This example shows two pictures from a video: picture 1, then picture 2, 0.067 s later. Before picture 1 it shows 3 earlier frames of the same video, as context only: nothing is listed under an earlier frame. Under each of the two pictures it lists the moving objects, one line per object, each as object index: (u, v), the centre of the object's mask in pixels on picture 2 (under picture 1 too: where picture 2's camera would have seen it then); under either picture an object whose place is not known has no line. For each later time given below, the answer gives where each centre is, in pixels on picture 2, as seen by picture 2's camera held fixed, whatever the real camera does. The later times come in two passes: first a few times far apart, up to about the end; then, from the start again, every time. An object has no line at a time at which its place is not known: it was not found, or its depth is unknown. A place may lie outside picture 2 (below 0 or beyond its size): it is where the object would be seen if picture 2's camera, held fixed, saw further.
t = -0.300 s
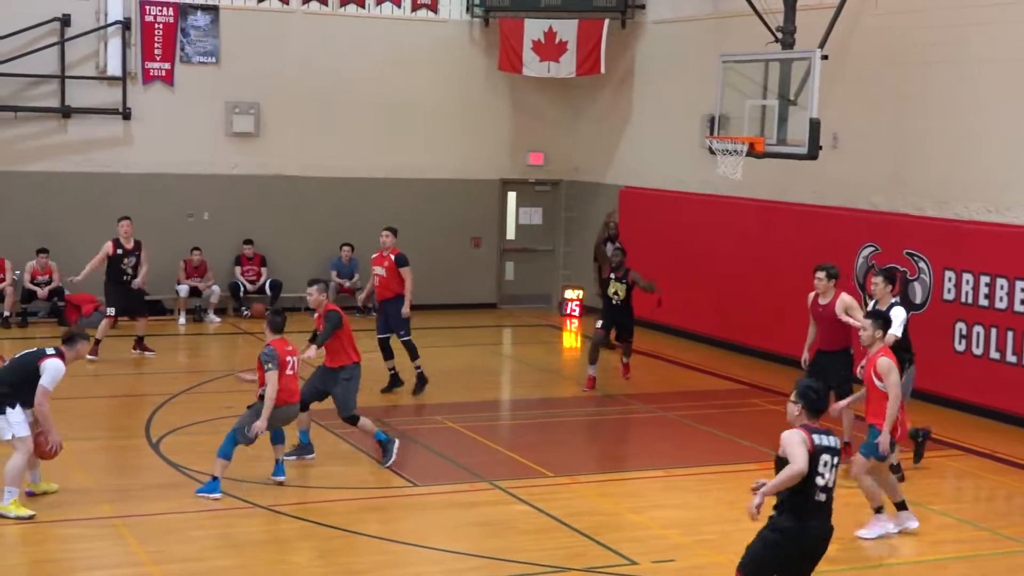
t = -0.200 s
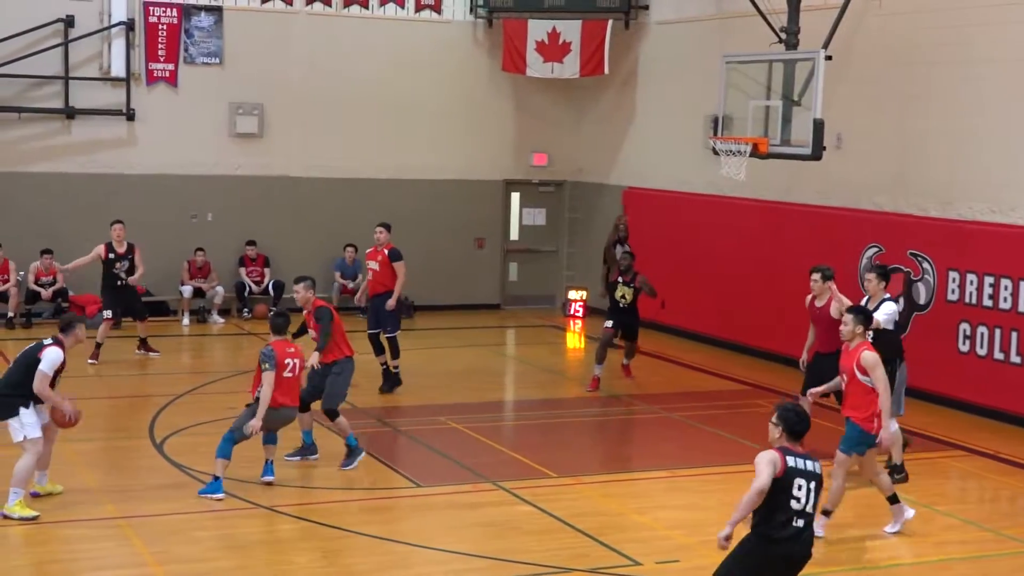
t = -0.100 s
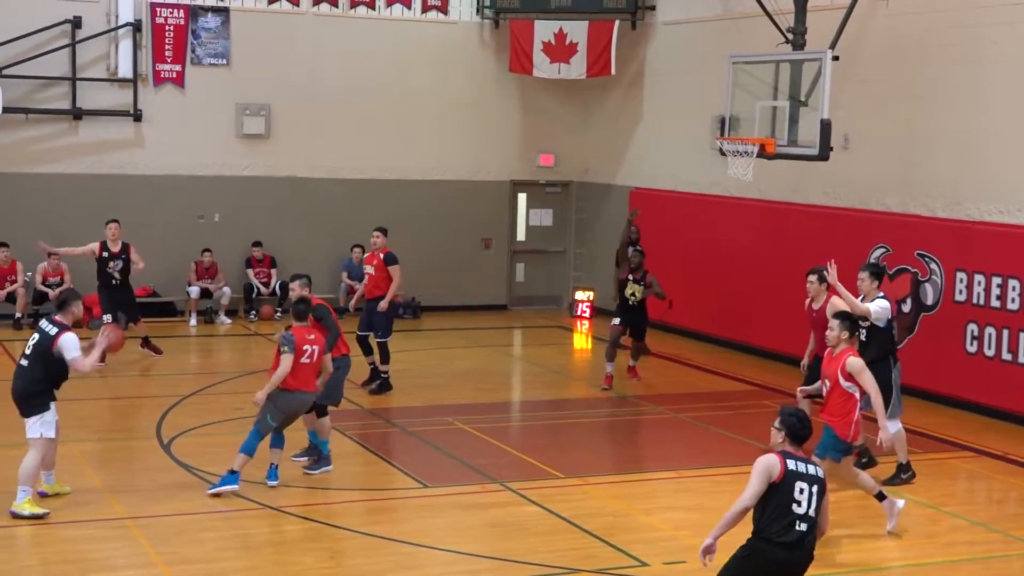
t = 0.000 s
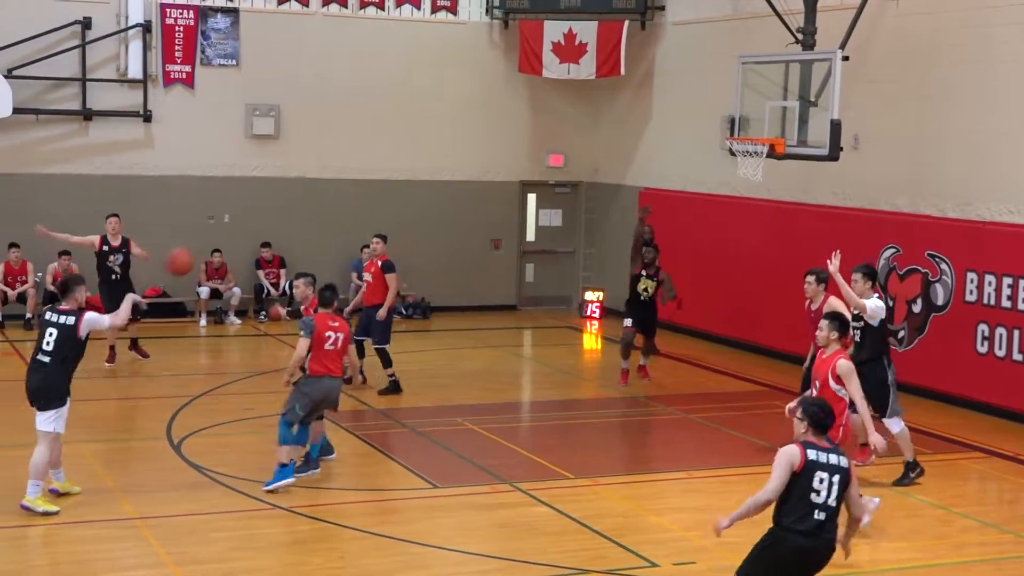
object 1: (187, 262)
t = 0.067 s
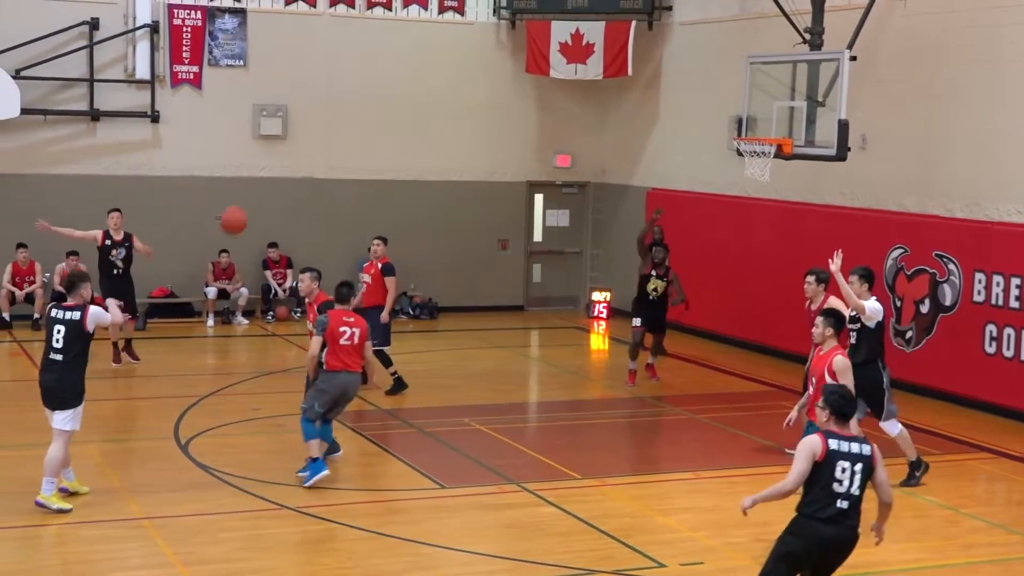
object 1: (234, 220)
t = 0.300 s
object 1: (379, 123)
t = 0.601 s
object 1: (530, 95)
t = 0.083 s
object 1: (245, 212)
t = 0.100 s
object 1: (256, 202)
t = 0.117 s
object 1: (268, 194)
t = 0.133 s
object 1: (279, 185)
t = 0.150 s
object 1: (289, 177)
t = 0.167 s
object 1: (300, 169)
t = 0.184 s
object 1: (310, 163)
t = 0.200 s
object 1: (320, 156)
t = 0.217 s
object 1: (331, 149)
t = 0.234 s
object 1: (341, 143)
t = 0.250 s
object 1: (351, 138)
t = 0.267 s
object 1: (360, 133)
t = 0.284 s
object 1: (370, 128)
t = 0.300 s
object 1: (379, 123)
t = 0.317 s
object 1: (389, 119)
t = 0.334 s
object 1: (398, 115)
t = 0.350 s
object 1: (407, 112)
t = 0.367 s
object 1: (416, 109)
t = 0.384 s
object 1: (425, 106)
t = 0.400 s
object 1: (434, 103)
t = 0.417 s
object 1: (443, 101)
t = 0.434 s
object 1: (451, 99)
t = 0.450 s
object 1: (460, 97)
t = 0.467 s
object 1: (468, 96)
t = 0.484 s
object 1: (476, 95)
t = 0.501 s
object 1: (484, 94)
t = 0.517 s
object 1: (492, 93)
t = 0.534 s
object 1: (500, 93)
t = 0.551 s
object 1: (508, 93)
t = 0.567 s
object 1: (515, 94)
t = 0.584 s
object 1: (523, 94)
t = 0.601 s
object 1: (530, 95)
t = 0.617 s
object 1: (537, 96)
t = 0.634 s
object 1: (545, 97)
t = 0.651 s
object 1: (551, 99)
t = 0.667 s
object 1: (559, 101)
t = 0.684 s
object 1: (566, 103)
